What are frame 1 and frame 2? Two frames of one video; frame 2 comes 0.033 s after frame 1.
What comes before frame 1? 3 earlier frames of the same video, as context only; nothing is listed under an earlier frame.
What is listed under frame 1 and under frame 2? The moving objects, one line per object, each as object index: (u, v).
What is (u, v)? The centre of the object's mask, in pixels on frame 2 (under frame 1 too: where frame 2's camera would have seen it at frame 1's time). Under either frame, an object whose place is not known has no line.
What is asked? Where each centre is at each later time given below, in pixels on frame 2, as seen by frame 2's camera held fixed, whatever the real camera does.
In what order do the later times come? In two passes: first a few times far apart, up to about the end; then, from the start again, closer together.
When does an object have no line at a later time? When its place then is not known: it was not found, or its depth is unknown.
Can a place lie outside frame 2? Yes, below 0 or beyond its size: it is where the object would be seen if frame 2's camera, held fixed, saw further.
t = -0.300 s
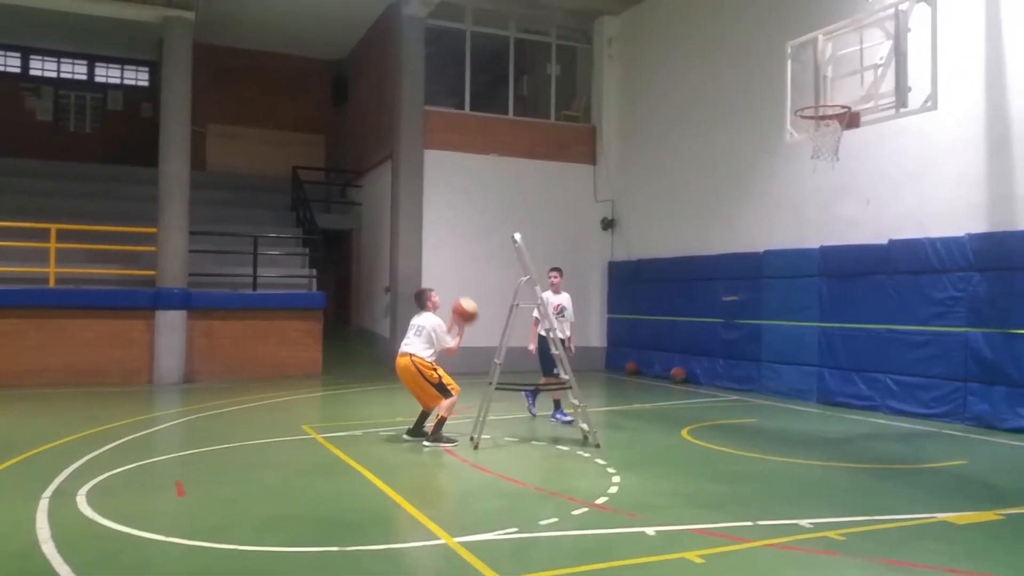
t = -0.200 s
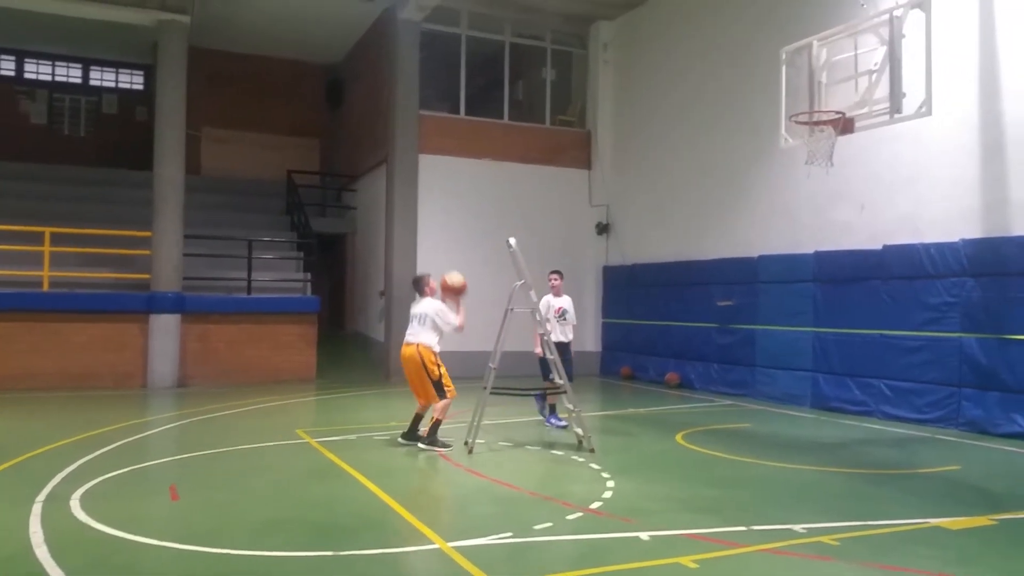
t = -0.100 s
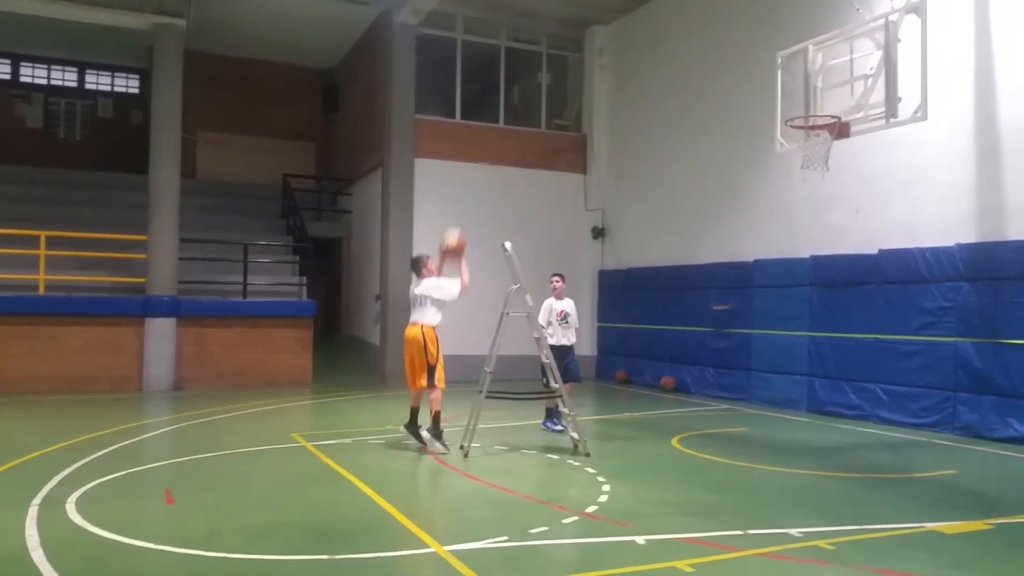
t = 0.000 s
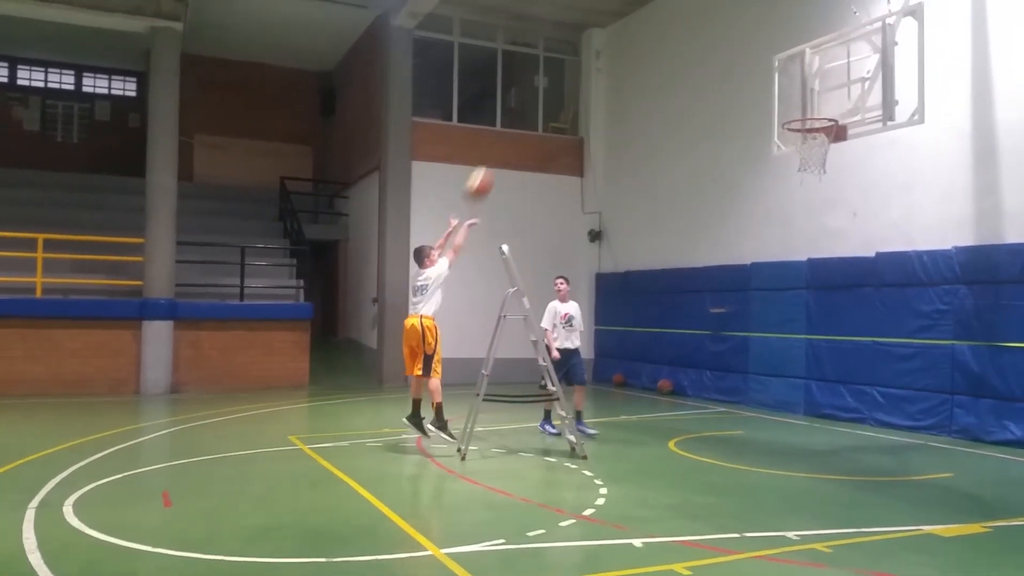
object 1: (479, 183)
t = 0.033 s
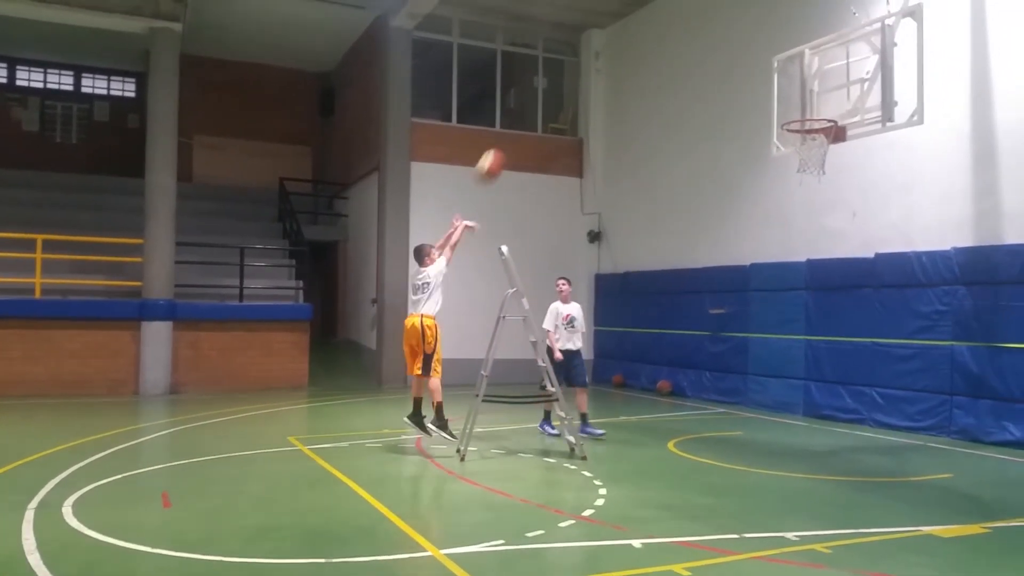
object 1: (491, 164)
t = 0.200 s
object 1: (549, 88)
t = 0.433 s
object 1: (627, 26)
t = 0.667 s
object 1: (705, 21)
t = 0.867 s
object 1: (769, 63)
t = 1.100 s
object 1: (810, 151)
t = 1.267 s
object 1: (788, 218)
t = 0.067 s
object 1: (502, 146)
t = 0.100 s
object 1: (514, 130)
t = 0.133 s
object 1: (525, 115)
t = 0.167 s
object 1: (537, 101)
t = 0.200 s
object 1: (549, 88)
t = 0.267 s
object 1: (571, 64)
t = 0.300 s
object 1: (583, 51)
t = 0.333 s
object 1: (594, 43)
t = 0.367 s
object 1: (605, 36)
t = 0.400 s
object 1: (617, 30)
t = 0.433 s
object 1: (627, 26)
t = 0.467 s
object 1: (639, 22)
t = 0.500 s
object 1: (650, 18)
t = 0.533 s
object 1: (661, 16)
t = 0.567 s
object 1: (672, 16)
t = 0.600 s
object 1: (684, 16)
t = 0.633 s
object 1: (694, 18)
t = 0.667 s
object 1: (705, 21)
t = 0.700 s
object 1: (716, 25)
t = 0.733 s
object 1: (727, 30)
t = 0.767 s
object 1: (737, 36)
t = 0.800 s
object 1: (748, 44)
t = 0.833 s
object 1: (758, 52)
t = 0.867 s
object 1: (769, 63)
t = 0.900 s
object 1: (780, 74)
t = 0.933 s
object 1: (790, 85)
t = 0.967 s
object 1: (801, 101)
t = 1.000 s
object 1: (810, 109)
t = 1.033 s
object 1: (819, 129)
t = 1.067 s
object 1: (815, 138)
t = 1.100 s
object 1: (810, 151)
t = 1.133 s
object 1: (805, 163)
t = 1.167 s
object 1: (800, 175)
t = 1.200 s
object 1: (796, 187)
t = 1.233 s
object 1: (792, 203)
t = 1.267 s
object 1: (788, 218)
